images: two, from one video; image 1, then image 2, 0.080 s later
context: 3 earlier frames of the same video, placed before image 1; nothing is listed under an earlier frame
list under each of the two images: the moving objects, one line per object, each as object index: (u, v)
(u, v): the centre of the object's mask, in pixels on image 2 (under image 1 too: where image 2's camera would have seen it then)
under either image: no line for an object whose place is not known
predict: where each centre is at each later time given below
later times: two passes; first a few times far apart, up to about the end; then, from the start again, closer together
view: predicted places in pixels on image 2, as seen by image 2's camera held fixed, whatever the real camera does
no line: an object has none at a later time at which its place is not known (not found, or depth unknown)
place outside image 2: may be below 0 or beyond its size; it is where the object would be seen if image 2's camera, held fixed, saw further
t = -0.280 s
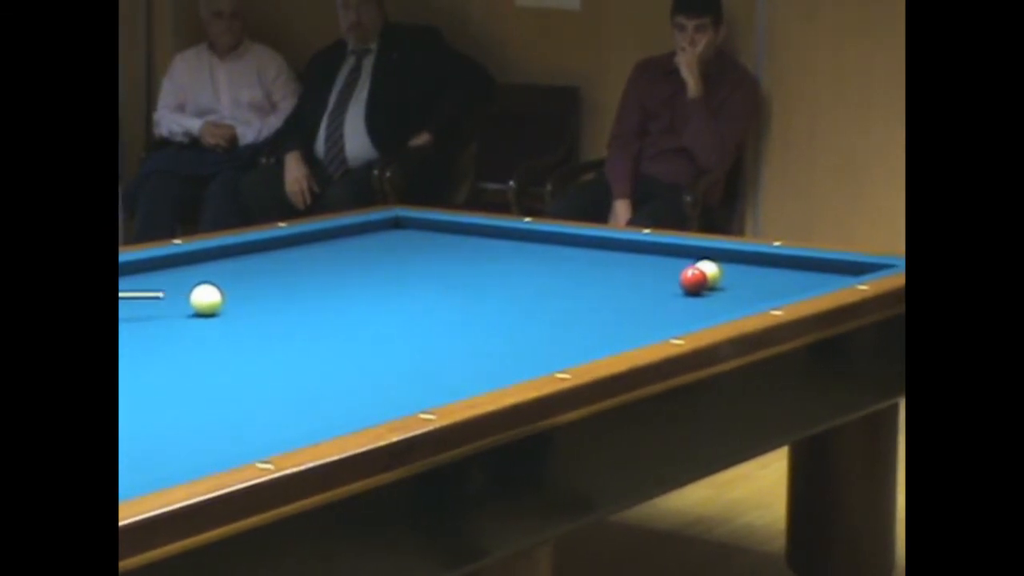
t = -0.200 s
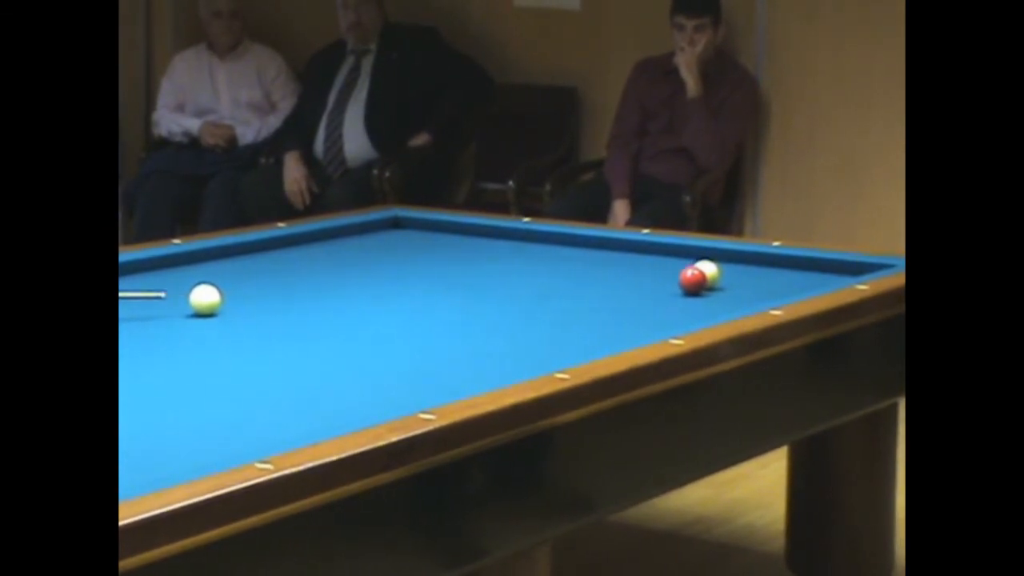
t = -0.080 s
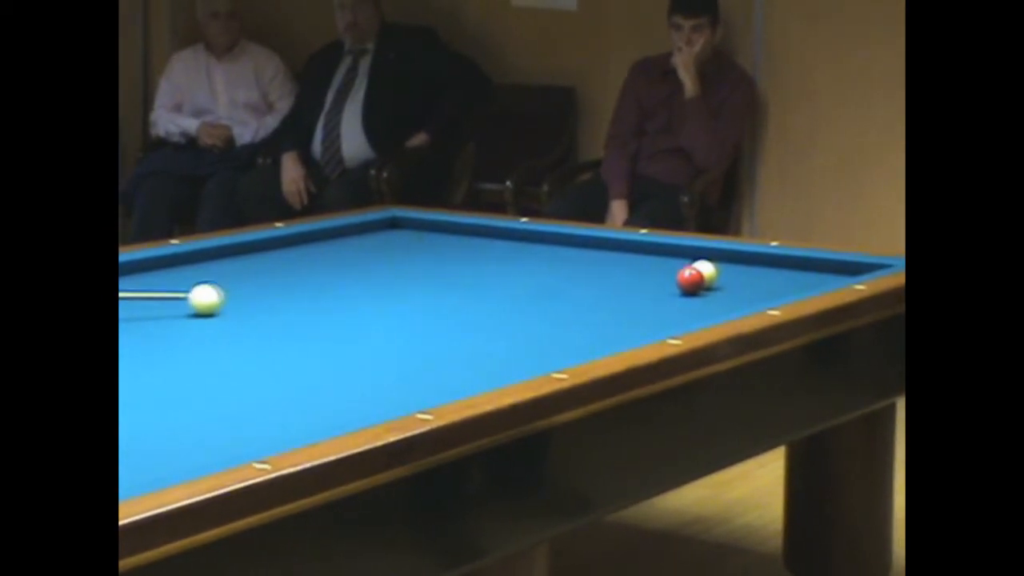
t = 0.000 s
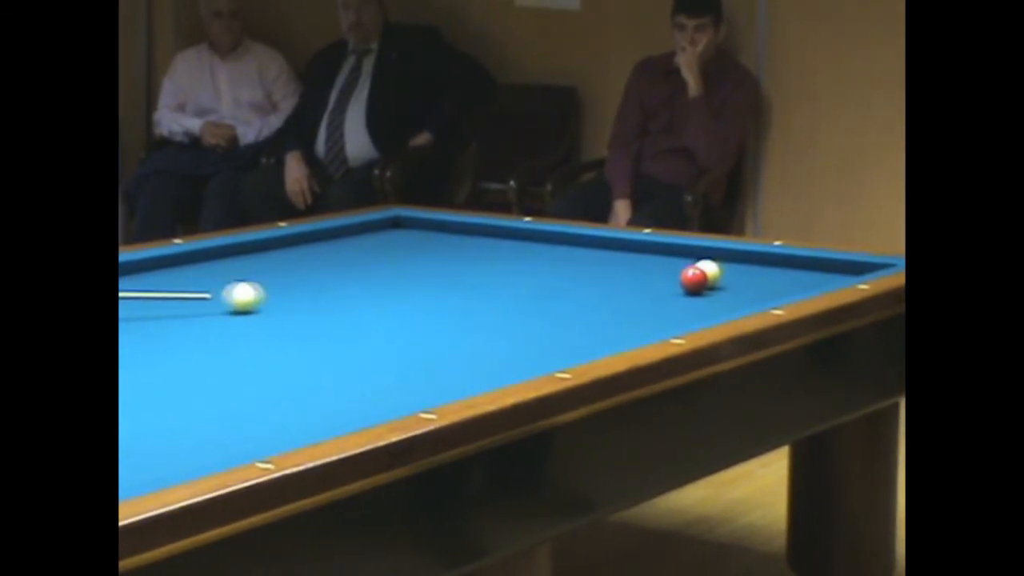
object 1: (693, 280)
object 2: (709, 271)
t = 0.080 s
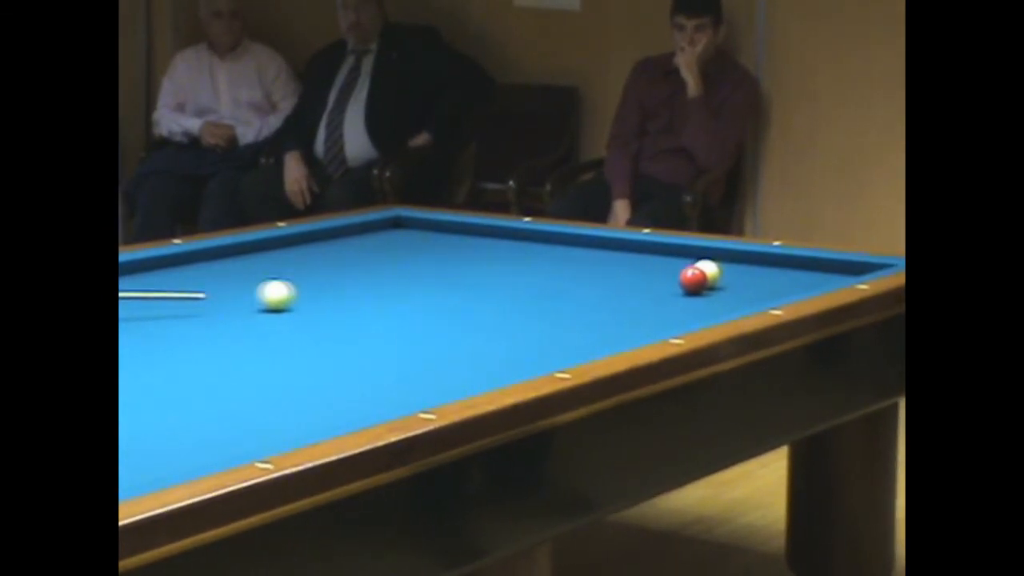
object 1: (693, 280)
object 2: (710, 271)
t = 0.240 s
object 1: (692, 280)
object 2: (709, 271)
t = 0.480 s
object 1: (691, 280)
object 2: (708, 271)
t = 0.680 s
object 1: (692, 280)
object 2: (708, 271)
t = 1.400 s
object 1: (693, 280)
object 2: (742, 277)
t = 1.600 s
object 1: (694, 279)
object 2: (771, 278)
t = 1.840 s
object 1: (693, 279)
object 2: (804, 279)
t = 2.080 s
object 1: (692, 279)
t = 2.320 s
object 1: (693, 279)
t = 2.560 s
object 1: (694, 278)
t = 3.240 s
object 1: (674, 282)
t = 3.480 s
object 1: (665, 284)
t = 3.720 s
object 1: (658, 286)
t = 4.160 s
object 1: (645, 288)
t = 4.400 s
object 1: (638, 290)
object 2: (730, 263)
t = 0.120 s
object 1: (693, 280)
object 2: (709, 271)
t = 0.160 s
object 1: (692, 280)
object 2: (709, 271)
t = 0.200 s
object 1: (693, 280)
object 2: (710, 271)
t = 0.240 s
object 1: (692, 280)
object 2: (709, 271)
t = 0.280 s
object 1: (692, 280)
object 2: (709, 271)
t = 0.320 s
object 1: (692, 280)
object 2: (709, 271)
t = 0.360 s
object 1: (692, 280)
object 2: (708, 271)
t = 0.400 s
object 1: (692, 280)
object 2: (708, 271)
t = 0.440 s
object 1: (692, 280)
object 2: (709, 271)
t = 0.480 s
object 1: (691, 280)
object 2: (708, 271)
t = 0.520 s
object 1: (691, 280)
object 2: (708, 271)
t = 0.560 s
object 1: (691, 280)
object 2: (708, 271)
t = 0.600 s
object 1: (691, 280)
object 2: (708, 271)
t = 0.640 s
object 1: (691, 280)
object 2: (708, 271)
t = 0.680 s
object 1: (692, 280)
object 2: (708, 271)
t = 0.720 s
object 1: (692, 280)
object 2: (709, 271)
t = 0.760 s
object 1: (693, 280)
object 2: (710, 271)
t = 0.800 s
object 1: (695, 280)
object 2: (711, 270)
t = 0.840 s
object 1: (694, 280)
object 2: (711, 271)
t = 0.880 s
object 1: (694, 280)
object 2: (712, 271)
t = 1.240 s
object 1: (694, 280)
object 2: (720, 274)
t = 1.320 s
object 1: (694, 280)
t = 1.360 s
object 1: (694, 280)
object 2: (737, 276)
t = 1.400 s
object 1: (693, 280)
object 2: (742, 277)
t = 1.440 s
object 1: (693, 279)
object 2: (748, 277)
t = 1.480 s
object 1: (693, 279)
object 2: (754, 277)
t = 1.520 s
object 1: (694, 279)
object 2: (759, 278)
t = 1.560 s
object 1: (693, 279)
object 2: (765, 278)
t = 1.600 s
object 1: (694, 279)
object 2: (771, 278)
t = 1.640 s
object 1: (693, 279)
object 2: (777, 279)
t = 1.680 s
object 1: (693, 279)
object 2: (782, 279)
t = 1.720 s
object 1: (693, 279)
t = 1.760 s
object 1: (693, 279)
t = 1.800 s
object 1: (693, 279)
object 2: (799, 279)
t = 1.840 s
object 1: (693, 279)
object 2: (804, 279)
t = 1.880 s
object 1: (693, 279)
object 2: (810, 279)
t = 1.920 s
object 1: (693, 279)
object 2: (815, 279)
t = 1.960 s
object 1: (693, 279)
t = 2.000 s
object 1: (693, 279)
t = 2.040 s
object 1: (692, 279)
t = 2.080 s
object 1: (692, 279)
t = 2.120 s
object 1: (692, 279)
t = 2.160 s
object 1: (692, 279)
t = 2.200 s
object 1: (693, 279)
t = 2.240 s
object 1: (693, 279)
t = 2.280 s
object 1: (692, 279)
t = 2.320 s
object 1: (693, 279)
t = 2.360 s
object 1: (693, 278)
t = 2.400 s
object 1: (693, 278)
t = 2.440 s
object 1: (693, 278)
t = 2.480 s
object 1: (693, 278)
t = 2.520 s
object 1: (694, 278)
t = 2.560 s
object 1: (694, 278)
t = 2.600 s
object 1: (694, 278)
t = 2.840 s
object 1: (692, 279)
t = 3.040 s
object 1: (683, 280)
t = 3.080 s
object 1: (681, 281)
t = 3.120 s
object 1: (679, 281)
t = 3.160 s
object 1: (677, 282)
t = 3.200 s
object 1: (676, 282)
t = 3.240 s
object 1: (674, 282)
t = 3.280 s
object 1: (673, 282)
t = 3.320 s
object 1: (671, 283)
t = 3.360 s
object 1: (670, 283)
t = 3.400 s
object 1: (668, 283)
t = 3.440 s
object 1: (666, 284)
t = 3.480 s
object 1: (665, 284)
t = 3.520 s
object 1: (663, 284)
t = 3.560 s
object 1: (662, 285)
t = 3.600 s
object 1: (661, 285)
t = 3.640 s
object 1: (660, 285)
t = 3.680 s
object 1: (659, 285)
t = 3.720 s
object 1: (658, 286)
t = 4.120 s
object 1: (646, 288)
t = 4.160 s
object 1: (645, 288)
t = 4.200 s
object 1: (643, 289)
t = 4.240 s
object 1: (642, 289)
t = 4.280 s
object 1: (641, 289)
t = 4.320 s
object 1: (640, 289)
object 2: (733, 263)
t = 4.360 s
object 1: (639, 290)
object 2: (731, 263)
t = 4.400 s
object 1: (638, 290)
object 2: (730, 263)
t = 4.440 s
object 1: (637, 291)
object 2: (729, 264)
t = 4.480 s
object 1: (636, 291)
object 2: (728, 264)
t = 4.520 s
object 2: (728, 264)
